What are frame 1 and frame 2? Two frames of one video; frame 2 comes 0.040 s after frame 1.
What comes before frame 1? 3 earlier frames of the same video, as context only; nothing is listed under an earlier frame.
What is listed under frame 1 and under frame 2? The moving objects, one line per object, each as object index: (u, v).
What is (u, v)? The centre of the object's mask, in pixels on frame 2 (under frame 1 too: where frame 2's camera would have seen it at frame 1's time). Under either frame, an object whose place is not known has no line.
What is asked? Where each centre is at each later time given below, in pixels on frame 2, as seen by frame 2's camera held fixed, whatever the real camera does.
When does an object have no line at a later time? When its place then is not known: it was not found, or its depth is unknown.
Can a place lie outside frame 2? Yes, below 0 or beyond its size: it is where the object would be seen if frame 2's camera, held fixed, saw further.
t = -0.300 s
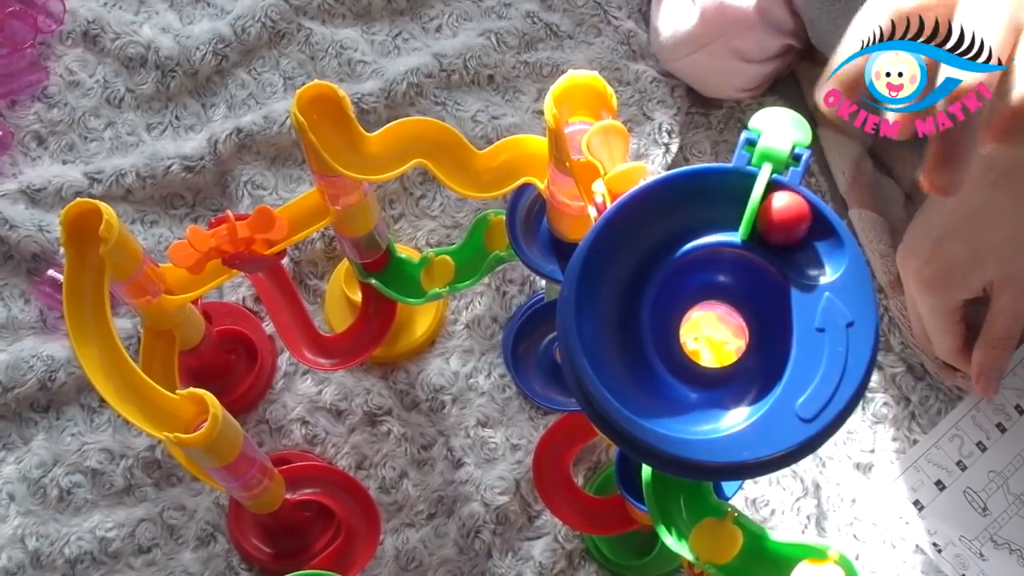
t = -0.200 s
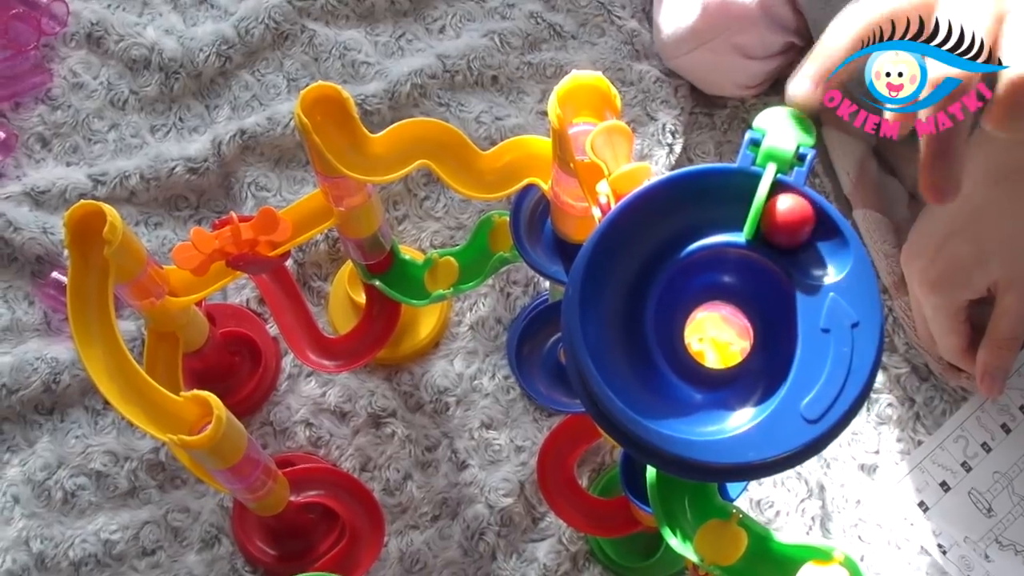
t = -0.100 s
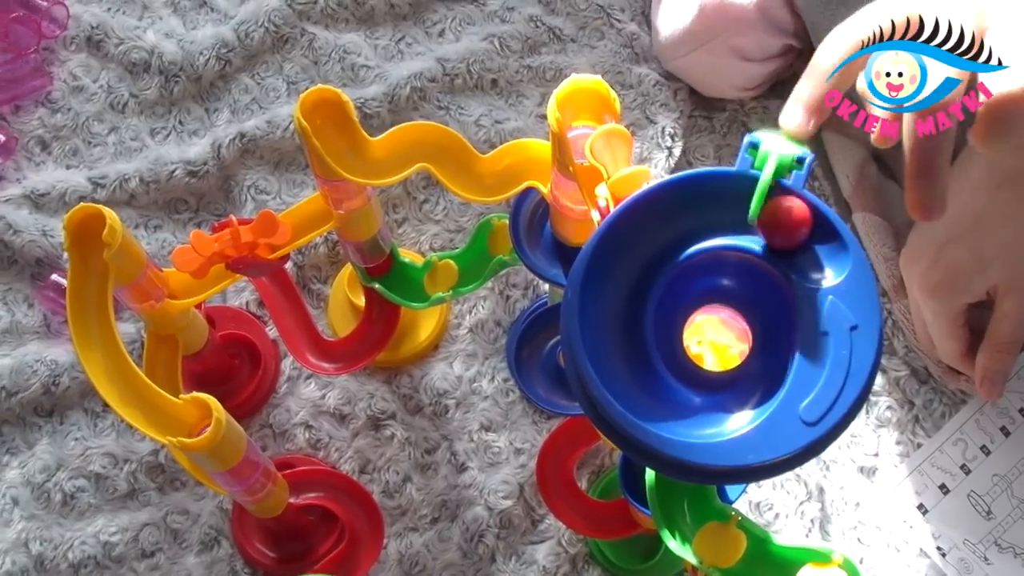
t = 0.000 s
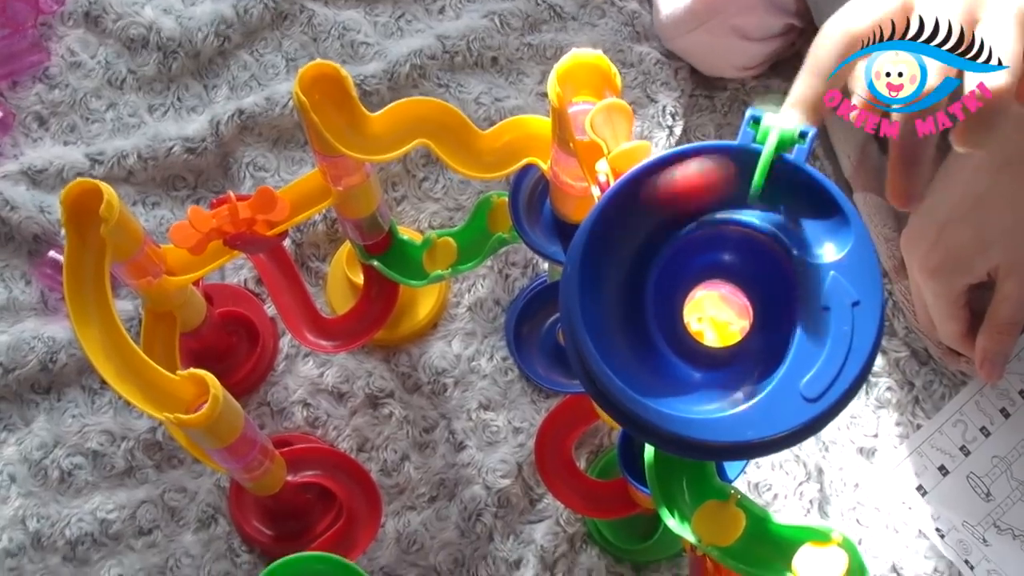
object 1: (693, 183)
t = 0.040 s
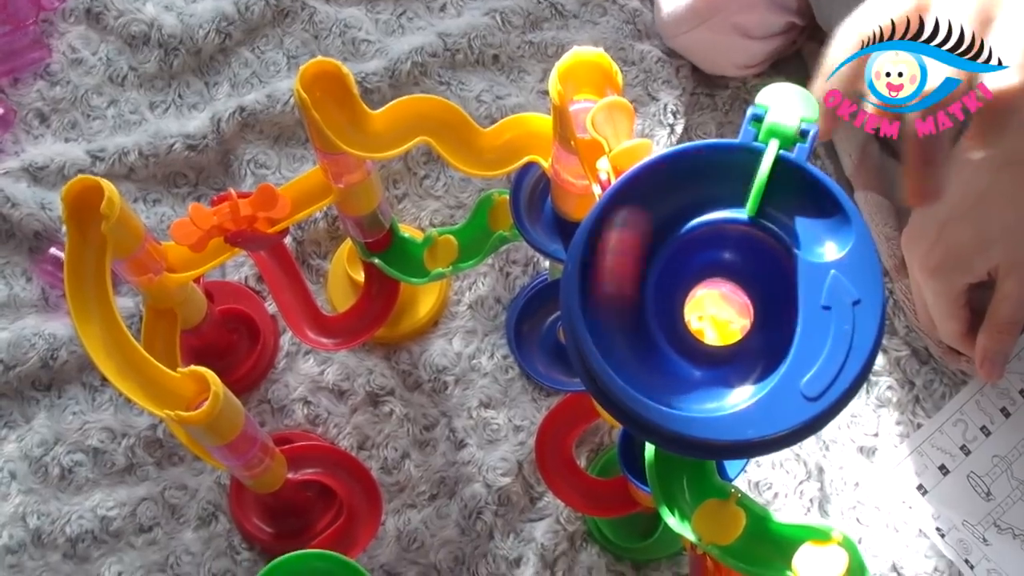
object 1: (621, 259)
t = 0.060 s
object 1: (627, 336)
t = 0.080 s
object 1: (682, 379)
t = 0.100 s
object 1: (749, 360)
